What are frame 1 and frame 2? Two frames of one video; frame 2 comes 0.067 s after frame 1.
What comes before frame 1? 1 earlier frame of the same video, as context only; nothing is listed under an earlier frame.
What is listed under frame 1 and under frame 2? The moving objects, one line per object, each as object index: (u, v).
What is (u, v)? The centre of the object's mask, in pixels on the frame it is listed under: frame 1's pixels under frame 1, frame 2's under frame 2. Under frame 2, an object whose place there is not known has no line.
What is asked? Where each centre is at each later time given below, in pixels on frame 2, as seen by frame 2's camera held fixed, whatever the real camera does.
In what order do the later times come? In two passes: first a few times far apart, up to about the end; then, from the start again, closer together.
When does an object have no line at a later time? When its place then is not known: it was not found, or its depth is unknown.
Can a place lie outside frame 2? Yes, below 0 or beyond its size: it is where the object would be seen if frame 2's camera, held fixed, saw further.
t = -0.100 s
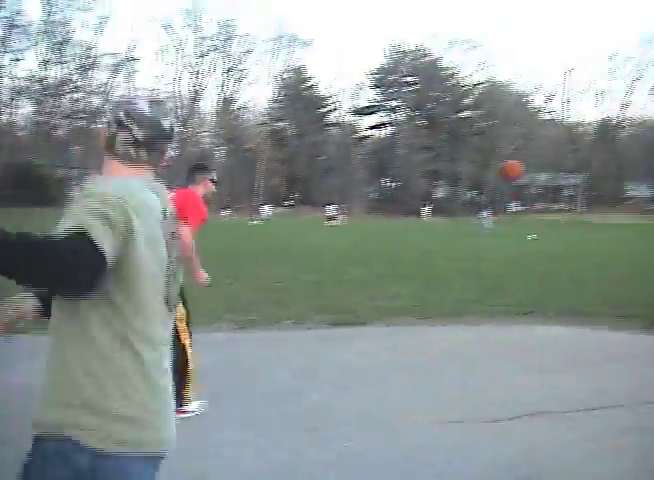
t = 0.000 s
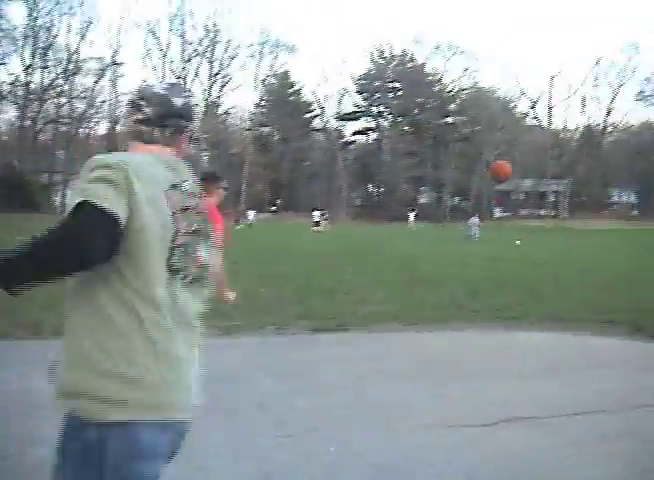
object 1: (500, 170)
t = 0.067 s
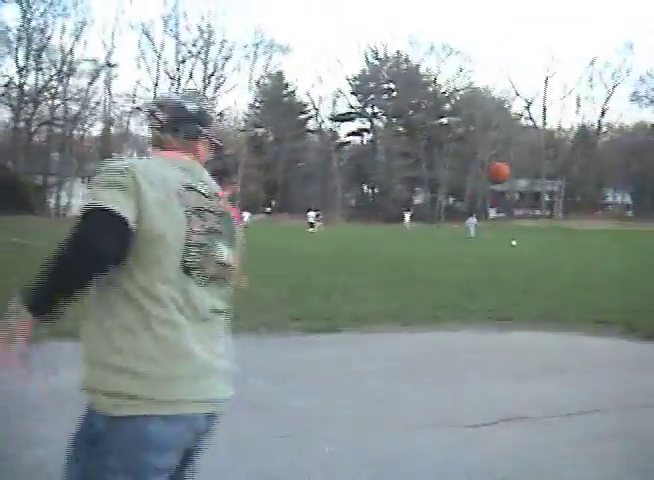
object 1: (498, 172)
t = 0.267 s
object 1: (511, 201)
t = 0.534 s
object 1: (516, 287)
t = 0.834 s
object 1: (532, 270)
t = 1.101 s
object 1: (547, 238)
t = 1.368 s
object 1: (559, 263)
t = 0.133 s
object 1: (502, 176)
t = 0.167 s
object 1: (504, 182)
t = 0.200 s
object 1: (505, 184)
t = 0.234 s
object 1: (506, 189)
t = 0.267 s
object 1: (511, 201)
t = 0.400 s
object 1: (512, 235)
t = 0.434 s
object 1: (513, 248)
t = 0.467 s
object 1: (514, 261)
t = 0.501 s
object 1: (515, 272)
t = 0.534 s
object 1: (516, 287)
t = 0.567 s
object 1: (517, 303)
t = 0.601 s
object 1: (519, 317)
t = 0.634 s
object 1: (519, 331)
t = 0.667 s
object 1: (522, 323)
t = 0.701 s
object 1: (524, 310)
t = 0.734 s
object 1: (526, 298)
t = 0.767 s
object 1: (528, 287)
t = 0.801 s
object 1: (530, 278)
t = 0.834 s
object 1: (532, 270)
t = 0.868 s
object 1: (534, 263)
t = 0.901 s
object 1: (535, 256)
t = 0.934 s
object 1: (539, 251)
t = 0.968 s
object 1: (540, 247)
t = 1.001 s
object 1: (542, 243)
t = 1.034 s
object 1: (544, 240)
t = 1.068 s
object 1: (546, 239)
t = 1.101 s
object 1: (547, 238)
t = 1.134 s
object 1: (548, 238)
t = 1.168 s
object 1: (551, 239)
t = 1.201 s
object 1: (552, 240)
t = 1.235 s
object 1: (554, 243)
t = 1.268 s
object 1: (556, 248)
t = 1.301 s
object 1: (557, 252)
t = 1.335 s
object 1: (558, 257)
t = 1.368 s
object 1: (559, 263)
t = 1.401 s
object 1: (562, 270)
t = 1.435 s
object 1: (562, 276)
